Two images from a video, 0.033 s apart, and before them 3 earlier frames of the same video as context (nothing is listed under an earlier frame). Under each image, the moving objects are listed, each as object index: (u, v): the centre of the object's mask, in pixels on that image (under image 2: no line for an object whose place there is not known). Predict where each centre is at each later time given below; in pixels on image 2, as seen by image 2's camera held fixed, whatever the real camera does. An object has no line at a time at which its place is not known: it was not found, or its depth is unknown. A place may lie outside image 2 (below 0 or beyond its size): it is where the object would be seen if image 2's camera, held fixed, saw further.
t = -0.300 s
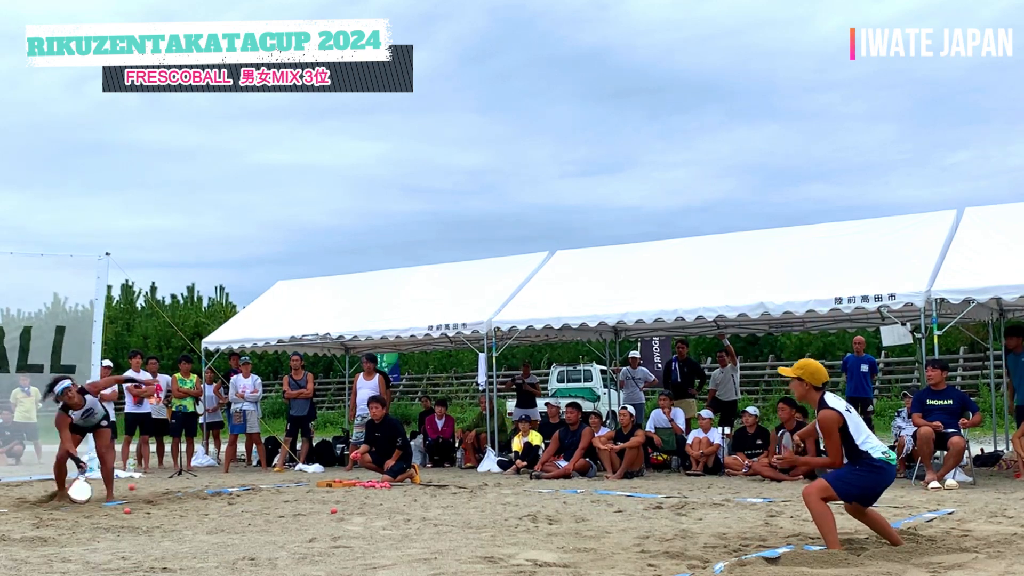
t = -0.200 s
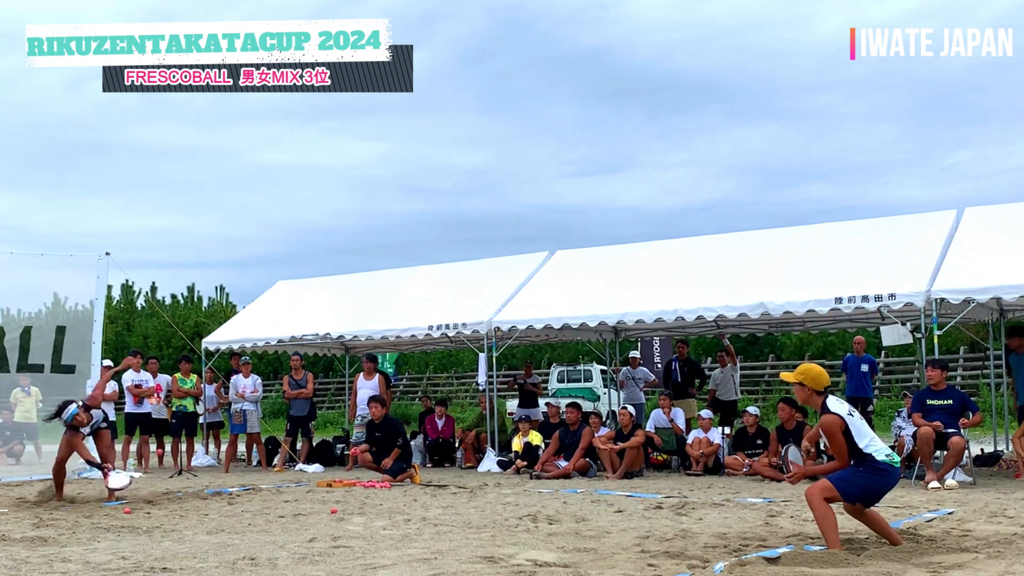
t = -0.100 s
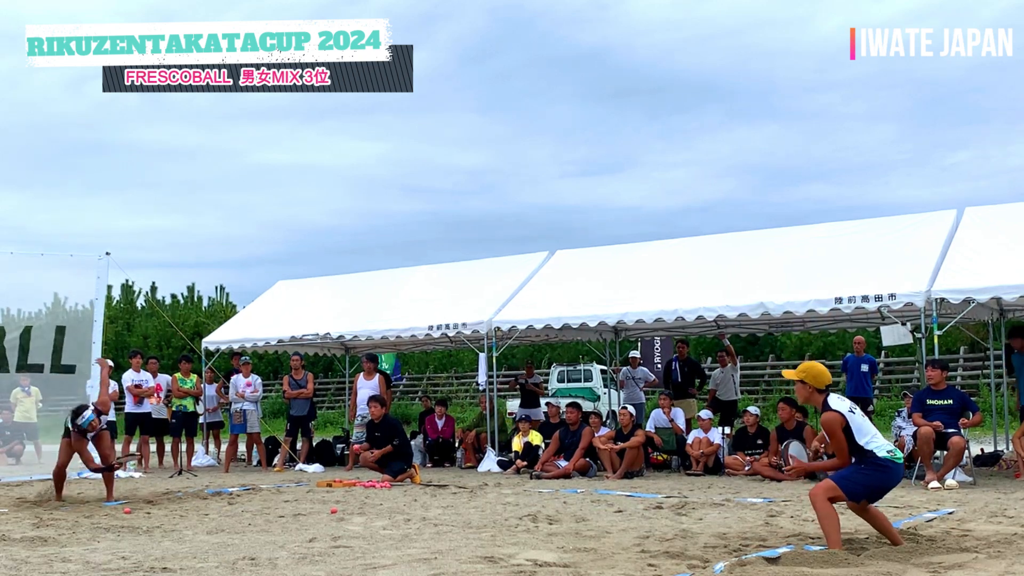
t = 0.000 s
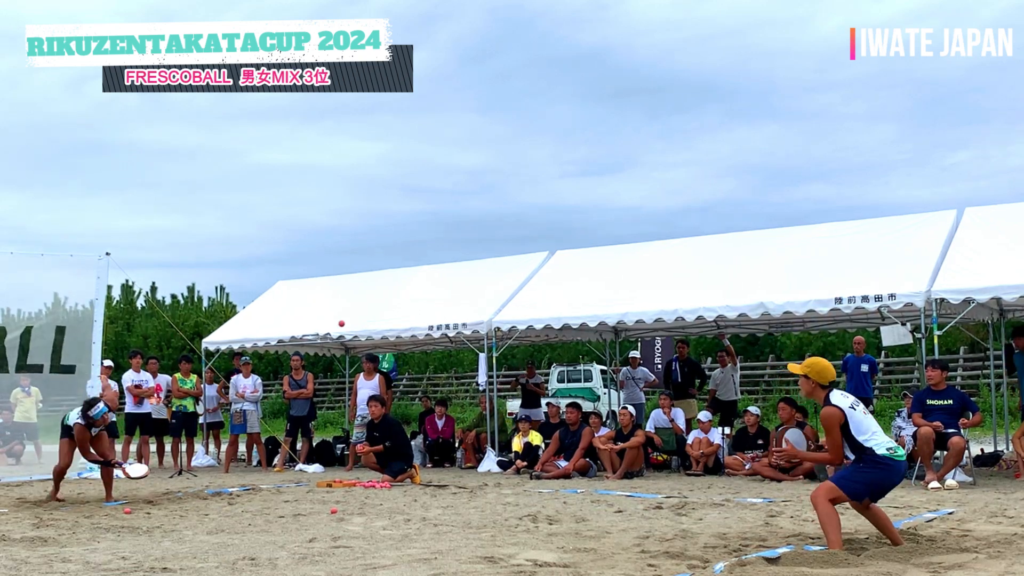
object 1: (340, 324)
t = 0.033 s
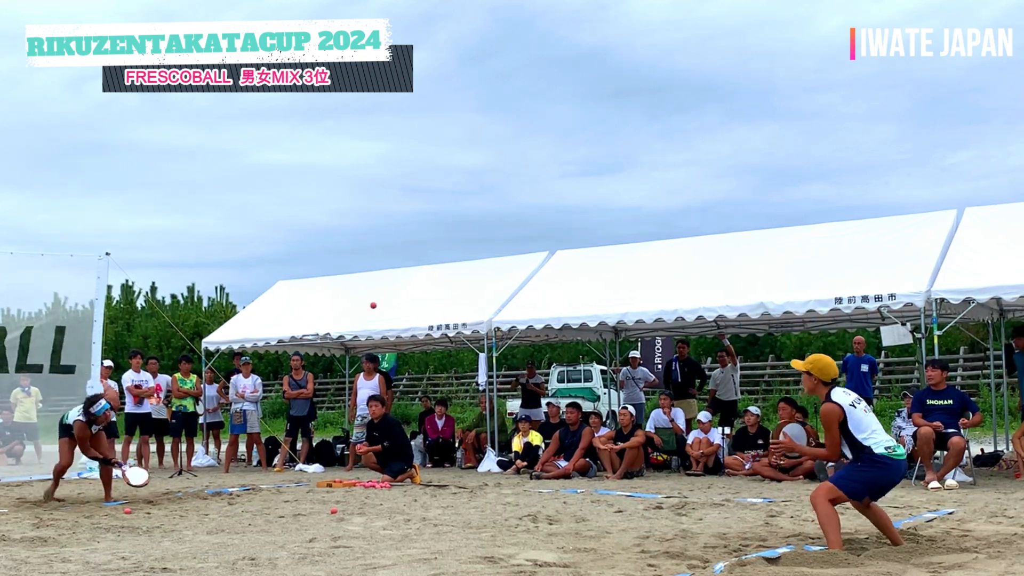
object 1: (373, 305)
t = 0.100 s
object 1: (438, 271)
